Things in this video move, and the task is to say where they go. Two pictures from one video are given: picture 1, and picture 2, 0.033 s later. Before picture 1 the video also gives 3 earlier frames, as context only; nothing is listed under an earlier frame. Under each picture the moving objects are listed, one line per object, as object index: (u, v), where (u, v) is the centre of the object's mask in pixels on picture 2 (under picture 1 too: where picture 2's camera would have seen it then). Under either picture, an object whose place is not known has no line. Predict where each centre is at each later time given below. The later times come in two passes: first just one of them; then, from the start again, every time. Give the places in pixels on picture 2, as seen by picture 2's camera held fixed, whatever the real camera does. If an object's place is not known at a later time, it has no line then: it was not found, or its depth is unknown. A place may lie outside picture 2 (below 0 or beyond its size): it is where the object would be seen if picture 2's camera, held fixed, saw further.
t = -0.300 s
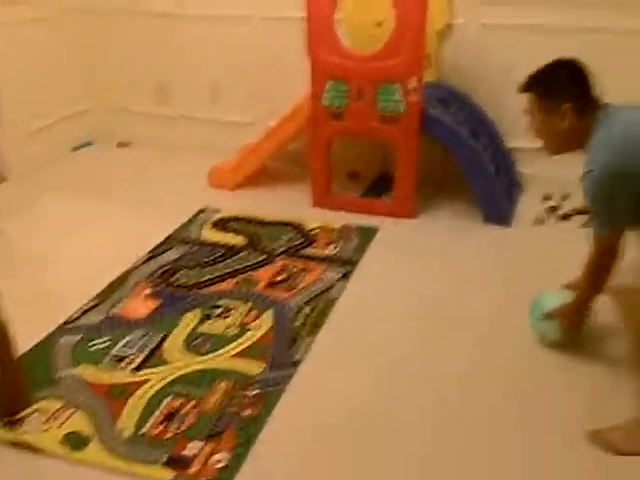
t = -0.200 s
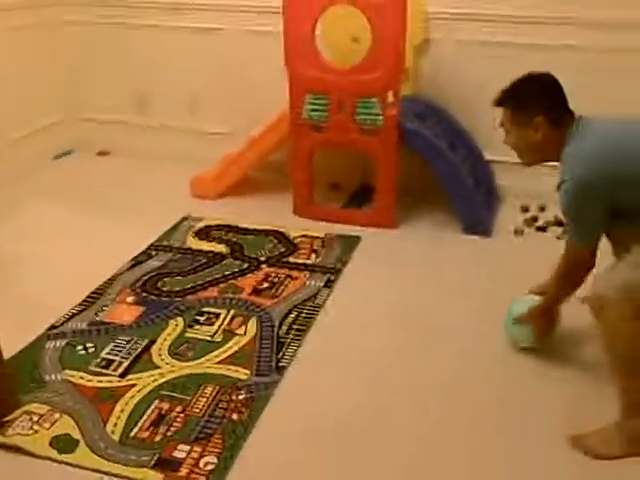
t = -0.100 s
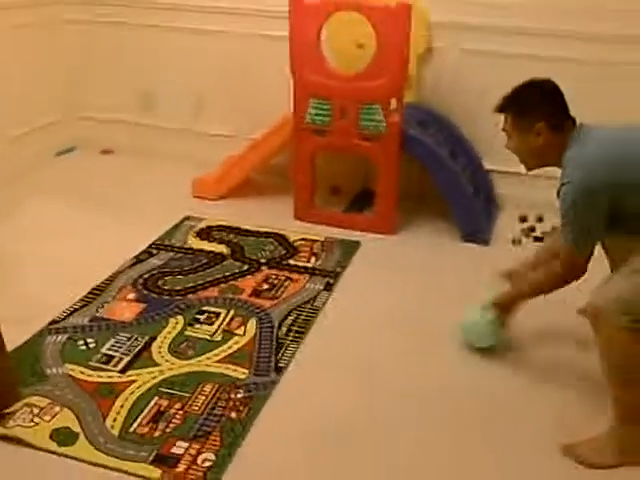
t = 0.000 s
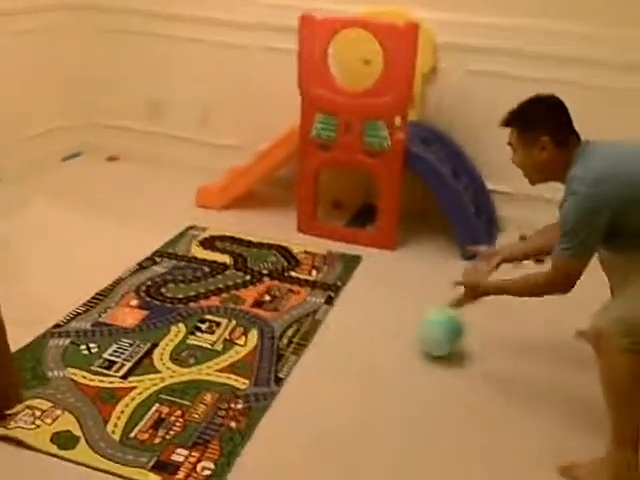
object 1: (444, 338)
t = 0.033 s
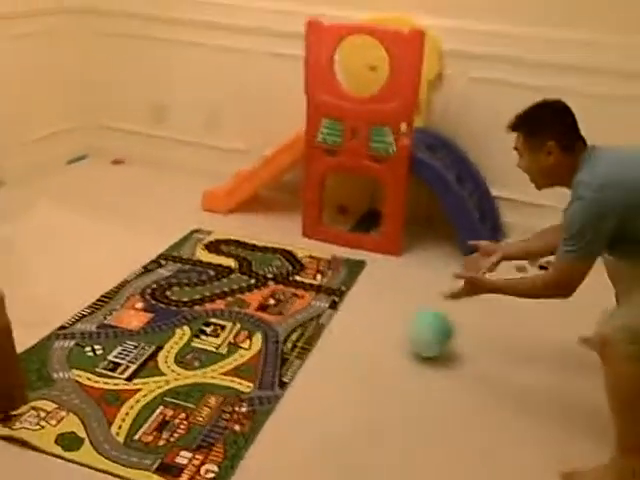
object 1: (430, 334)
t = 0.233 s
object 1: (348, 312)
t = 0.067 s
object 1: (415, 328)
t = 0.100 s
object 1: (401, 326)
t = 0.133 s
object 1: (386, 322)
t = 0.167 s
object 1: (373, 319)
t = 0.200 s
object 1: (361, 317)
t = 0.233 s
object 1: (348, 312)
